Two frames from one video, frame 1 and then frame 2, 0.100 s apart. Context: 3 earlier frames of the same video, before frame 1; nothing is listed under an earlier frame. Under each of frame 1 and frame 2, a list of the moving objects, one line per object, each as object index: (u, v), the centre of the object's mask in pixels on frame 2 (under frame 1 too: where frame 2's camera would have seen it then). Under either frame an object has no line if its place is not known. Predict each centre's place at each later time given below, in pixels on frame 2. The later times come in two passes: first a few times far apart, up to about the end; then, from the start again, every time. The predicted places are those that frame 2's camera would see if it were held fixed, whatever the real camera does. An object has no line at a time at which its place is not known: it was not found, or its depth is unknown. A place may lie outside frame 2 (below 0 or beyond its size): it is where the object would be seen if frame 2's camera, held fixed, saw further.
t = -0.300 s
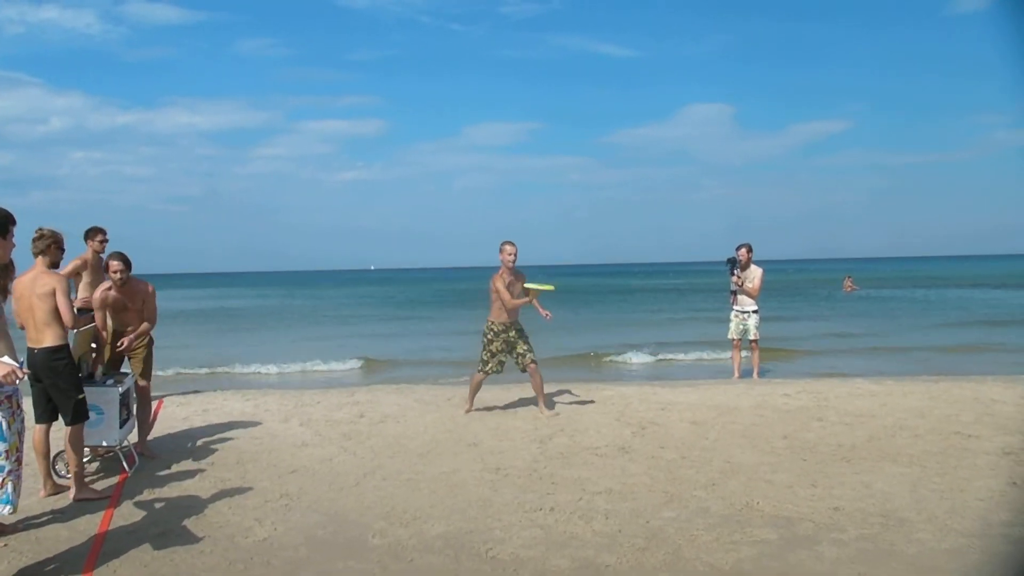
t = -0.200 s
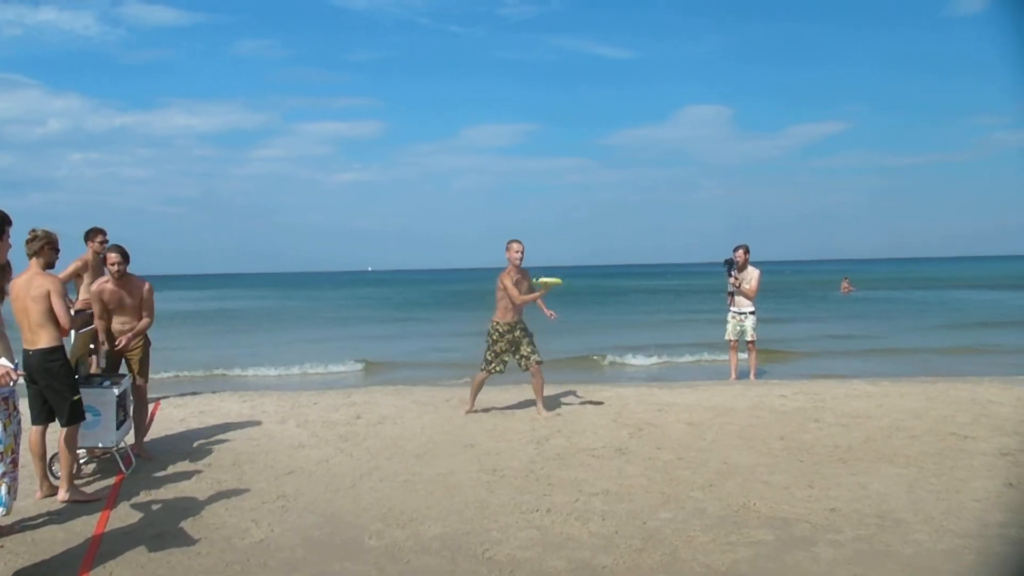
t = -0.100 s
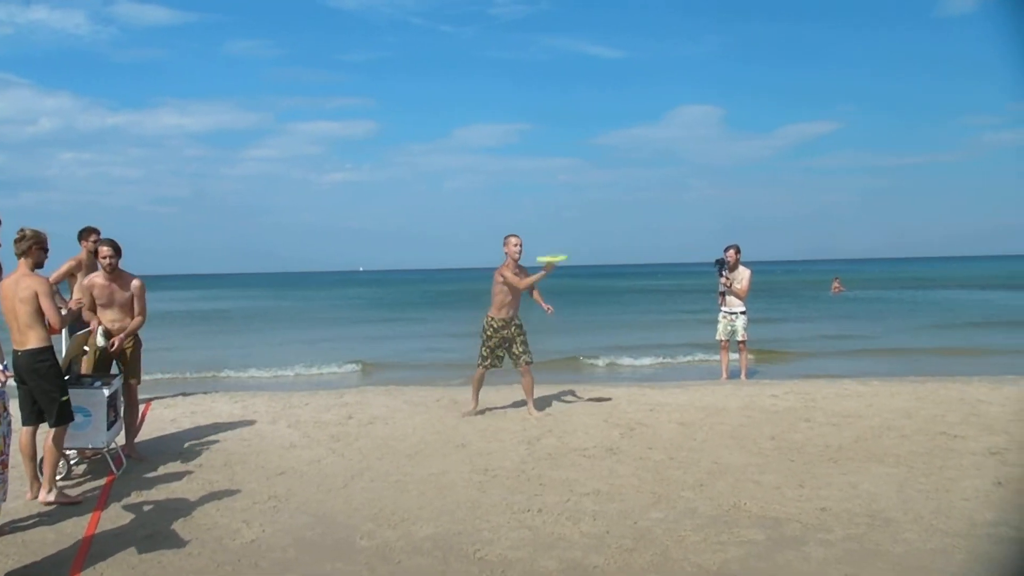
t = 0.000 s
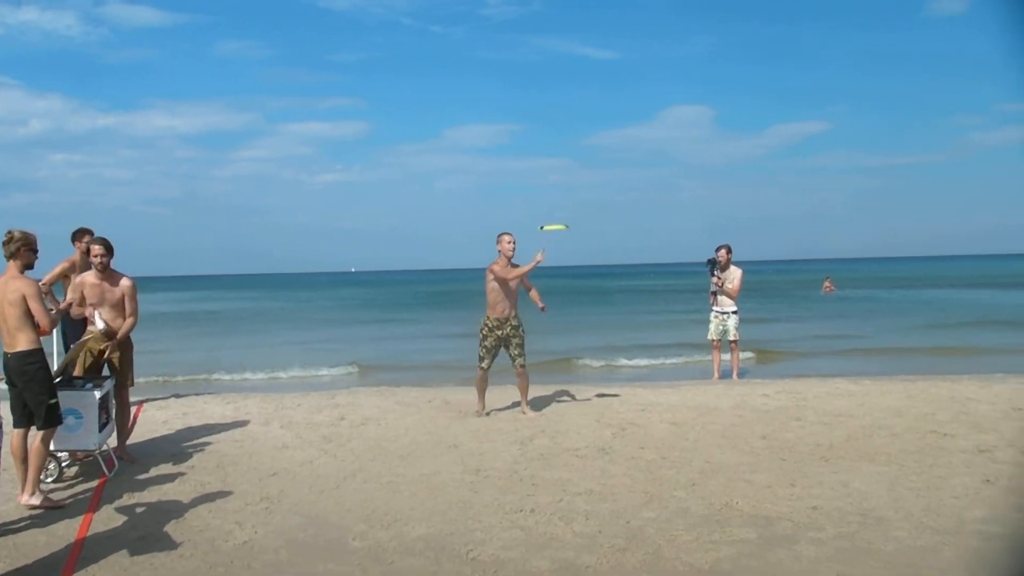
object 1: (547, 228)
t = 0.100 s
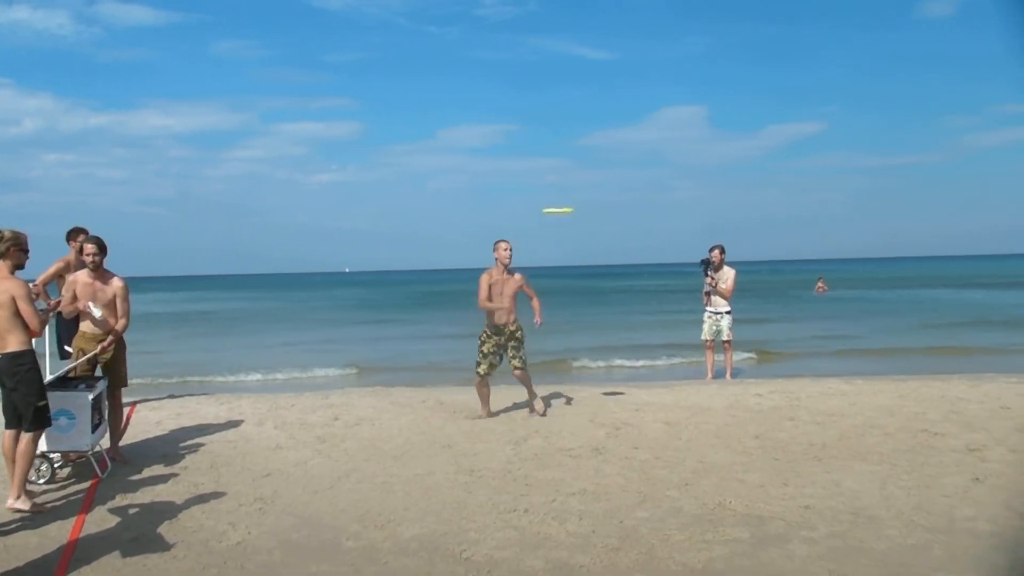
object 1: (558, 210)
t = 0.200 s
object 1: (570, 206)
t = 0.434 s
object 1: (597, 235)
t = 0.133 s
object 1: (561, 208)
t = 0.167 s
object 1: (565, 206)
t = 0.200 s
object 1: (570, 206)
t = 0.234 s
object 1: (573, 207)
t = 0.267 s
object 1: (576, 208)
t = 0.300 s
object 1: (581, 212)
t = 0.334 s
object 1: (585, 216)
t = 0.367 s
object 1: (590, 222)
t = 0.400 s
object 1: (593, 228)
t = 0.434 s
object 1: (597, 235)
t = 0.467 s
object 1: (601, 244)
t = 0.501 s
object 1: (606, 252)
